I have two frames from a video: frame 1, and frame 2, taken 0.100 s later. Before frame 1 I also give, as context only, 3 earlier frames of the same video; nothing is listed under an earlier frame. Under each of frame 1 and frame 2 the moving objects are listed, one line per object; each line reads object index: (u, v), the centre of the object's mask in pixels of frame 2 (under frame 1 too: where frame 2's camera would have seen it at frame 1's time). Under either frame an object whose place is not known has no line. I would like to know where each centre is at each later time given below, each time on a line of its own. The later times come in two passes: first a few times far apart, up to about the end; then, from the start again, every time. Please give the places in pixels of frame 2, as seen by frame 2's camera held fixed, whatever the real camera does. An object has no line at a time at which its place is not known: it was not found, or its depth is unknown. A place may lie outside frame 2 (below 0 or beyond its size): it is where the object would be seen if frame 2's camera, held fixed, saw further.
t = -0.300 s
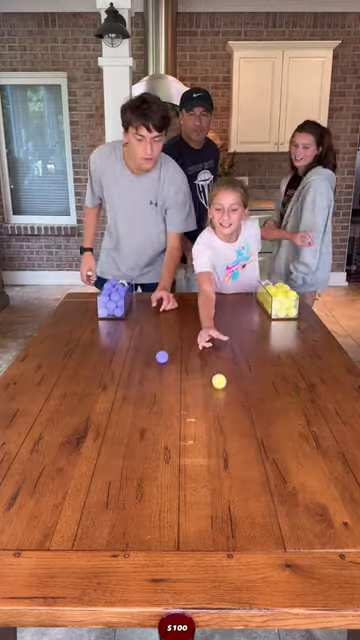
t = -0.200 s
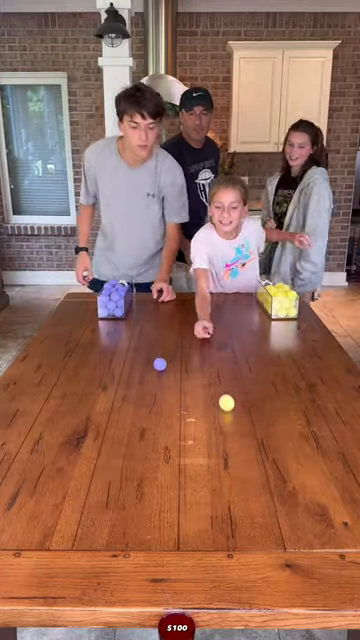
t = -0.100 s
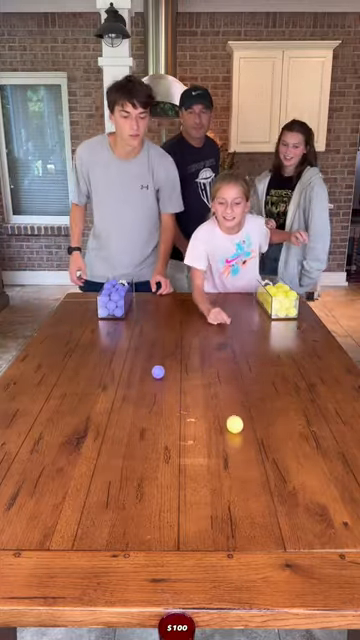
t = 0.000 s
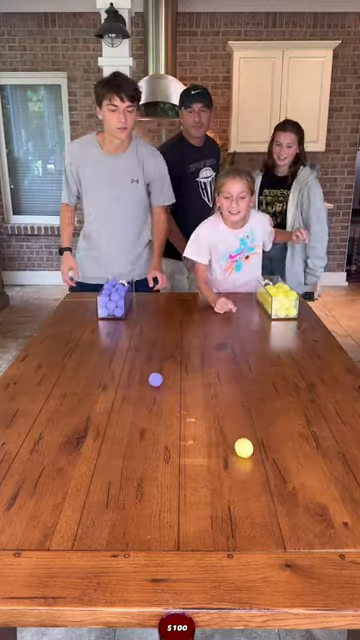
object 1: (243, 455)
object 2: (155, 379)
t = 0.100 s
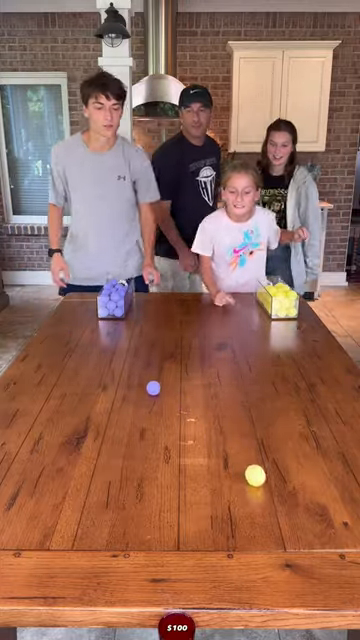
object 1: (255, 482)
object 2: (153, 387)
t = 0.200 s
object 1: (269, 512)
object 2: (151, 396)
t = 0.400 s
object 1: (310, 589)
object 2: (146, 414)
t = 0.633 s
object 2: (139, 439)
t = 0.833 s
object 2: (133, 464)
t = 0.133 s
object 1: (259, 492)
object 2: (152, 390)
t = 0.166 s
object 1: (264, 504)
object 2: (152, 393)
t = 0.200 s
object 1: (269, 512)
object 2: (151, 396)
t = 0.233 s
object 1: (275, 520)
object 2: (149, 399)
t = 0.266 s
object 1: (281, 532)
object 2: (149, 402)
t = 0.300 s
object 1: (288, 545)
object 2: (148, 405)
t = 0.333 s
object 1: (294, 559)
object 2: (147, 408)
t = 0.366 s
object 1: (302, 573)
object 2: (146, 411)
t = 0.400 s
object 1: (310, 589)
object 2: (146, 414)
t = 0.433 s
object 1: (318, 607)
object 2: (144, 418)
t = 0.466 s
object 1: (326, 627)
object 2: (143, 421)
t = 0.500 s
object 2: (143, 423)
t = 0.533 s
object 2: (142, 426)
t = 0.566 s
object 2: (141, 431)
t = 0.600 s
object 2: (140, 435)
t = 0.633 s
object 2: (139, 439)
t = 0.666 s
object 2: (138, 443)
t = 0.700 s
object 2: (137, 447)
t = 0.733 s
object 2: (136, 452)
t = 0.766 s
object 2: (135, 456)
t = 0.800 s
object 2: (134, 460)
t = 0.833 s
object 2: (133, 464)
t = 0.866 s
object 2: (132, 469)
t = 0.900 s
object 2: (131, 474)
